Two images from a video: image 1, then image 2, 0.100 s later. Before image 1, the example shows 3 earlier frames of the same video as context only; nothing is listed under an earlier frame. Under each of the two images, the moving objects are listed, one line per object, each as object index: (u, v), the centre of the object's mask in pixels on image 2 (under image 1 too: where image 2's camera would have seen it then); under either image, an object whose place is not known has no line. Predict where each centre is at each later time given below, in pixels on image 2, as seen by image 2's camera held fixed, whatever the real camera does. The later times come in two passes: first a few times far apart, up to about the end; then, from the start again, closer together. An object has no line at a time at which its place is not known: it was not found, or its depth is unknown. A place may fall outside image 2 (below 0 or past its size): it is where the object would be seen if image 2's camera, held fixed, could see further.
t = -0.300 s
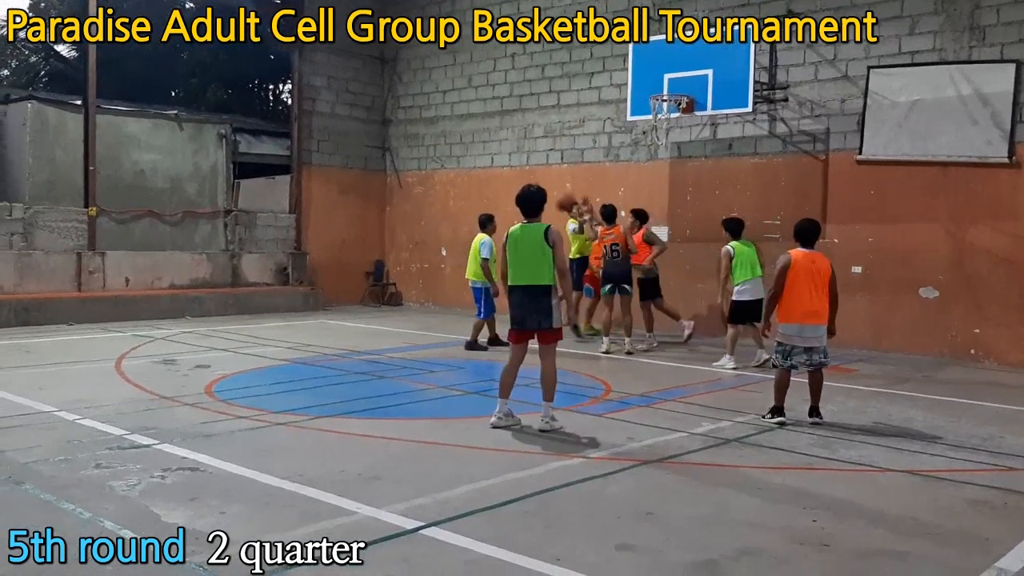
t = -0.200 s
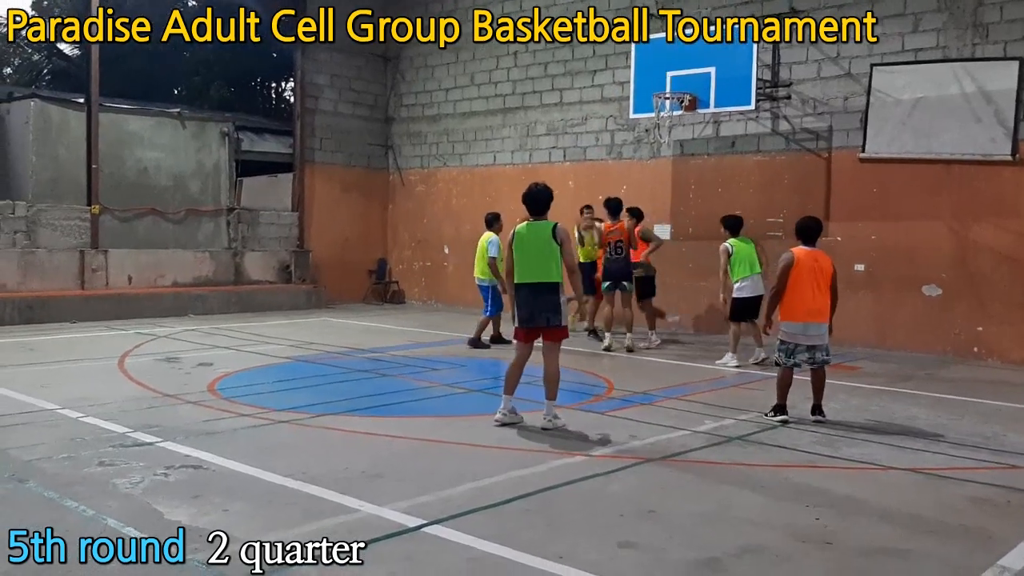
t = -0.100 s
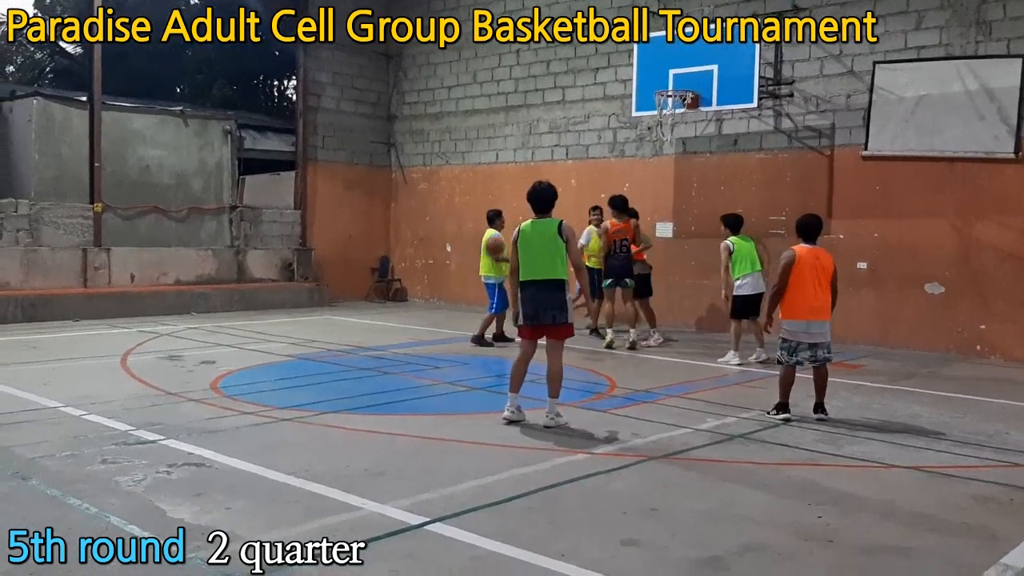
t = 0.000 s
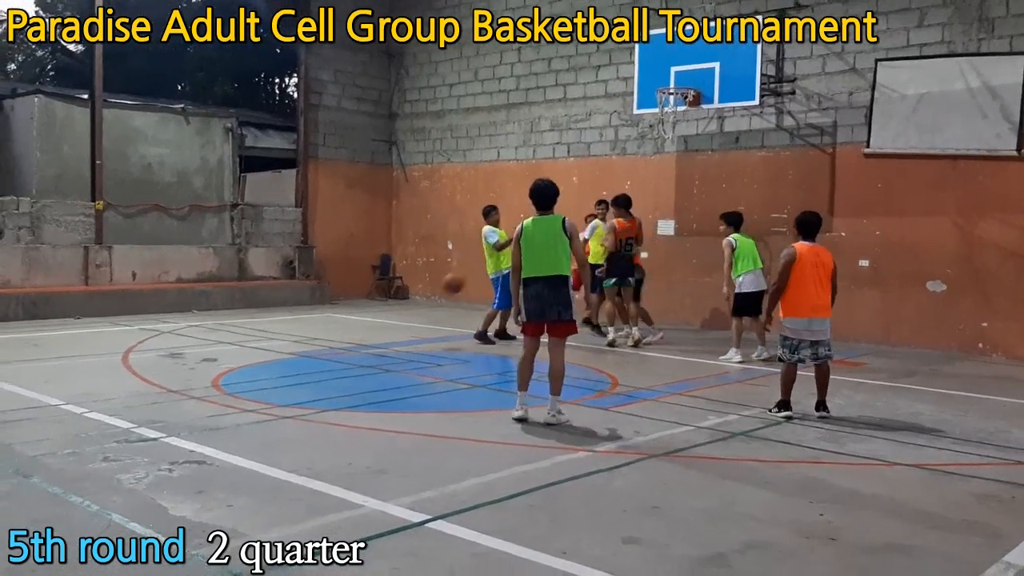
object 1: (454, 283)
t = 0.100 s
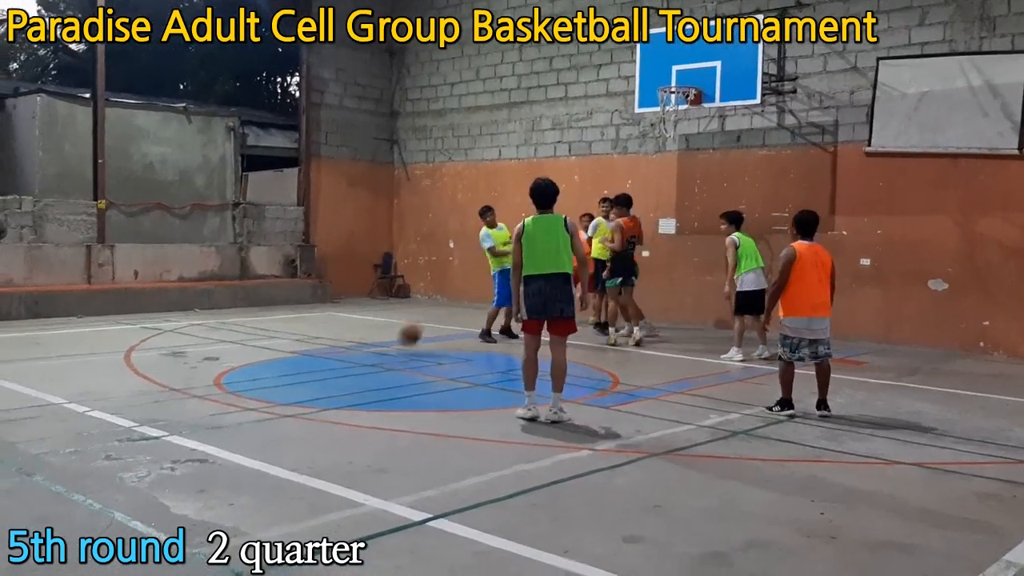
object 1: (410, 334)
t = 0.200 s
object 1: (380, 316)
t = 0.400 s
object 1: (325, 253)
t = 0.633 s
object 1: (251, 228)
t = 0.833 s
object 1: (181, 251)
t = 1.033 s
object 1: (105, 324)
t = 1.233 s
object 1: (21, 335)
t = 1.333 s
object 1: (-13, 304)
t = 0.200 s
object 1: (380, 316)
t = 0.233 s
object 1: (370, 302)
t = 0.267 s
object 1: (363, 290)
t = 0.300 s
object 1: (352, 279)
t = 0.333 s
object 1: (343, 270)
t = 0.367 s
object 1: (334, 262)
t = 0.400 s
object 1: (325, 253)
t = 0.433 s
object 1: (314, 246)
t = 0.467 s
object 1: (304, 240)
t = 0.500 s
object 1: (295, 237)
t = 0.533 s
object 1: (283, 232)
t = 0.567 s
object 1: (273, 230)
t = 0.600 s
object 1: (262, 228)
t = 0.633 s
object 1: (251, 228)
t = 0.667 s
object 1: (240, 228)
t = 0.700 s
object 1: (228, 230)
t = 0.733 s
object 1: (217, 233)
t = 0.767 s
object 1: (205, 238)
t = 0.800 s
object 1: (193, 244)
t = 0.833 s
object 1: (181, 251)
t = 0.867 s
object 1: (169, 260)
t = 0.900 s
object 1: (156, 269)
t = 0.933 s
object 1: (143, 281)
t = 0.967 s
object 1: (130, 295)
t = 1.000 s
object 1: (117, 308)
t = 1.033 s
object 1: (105, 324)
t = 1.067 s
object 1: (91, 342)
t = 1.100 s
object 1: (78, 361)
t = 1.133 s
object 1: (64, 376)
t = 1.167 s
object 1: (49, 361)
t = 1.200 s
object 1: (36, 348)
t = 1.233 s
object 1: (21, 335)
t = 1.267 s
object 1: (7, 323)
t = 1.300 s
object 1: (-6, 313)
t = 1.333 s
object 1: (-13, 304)
